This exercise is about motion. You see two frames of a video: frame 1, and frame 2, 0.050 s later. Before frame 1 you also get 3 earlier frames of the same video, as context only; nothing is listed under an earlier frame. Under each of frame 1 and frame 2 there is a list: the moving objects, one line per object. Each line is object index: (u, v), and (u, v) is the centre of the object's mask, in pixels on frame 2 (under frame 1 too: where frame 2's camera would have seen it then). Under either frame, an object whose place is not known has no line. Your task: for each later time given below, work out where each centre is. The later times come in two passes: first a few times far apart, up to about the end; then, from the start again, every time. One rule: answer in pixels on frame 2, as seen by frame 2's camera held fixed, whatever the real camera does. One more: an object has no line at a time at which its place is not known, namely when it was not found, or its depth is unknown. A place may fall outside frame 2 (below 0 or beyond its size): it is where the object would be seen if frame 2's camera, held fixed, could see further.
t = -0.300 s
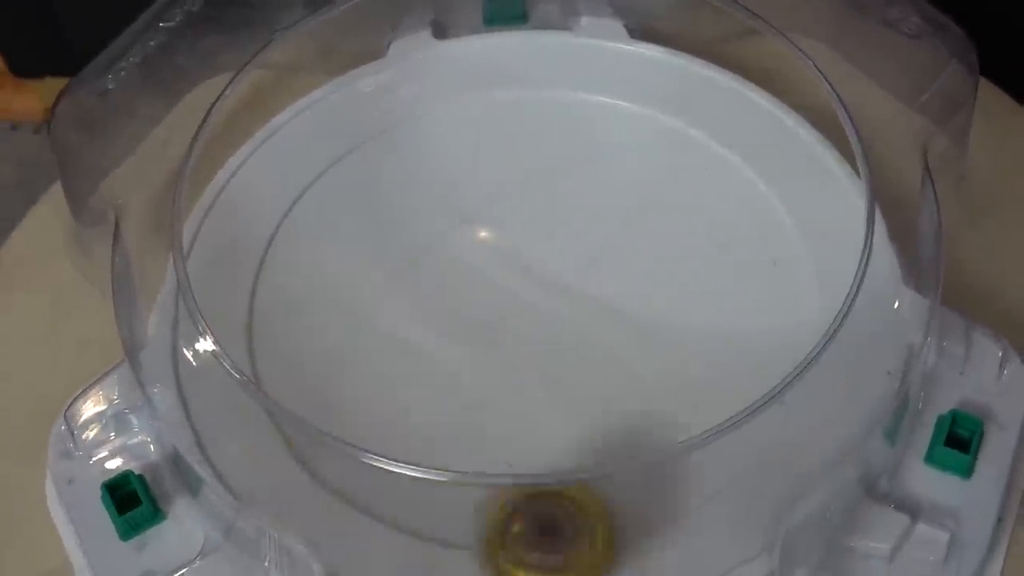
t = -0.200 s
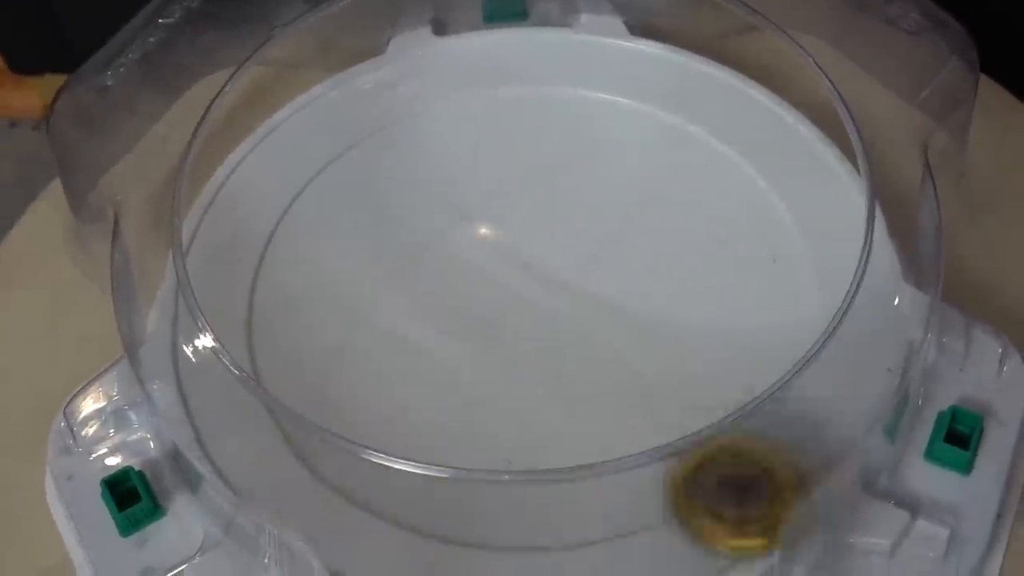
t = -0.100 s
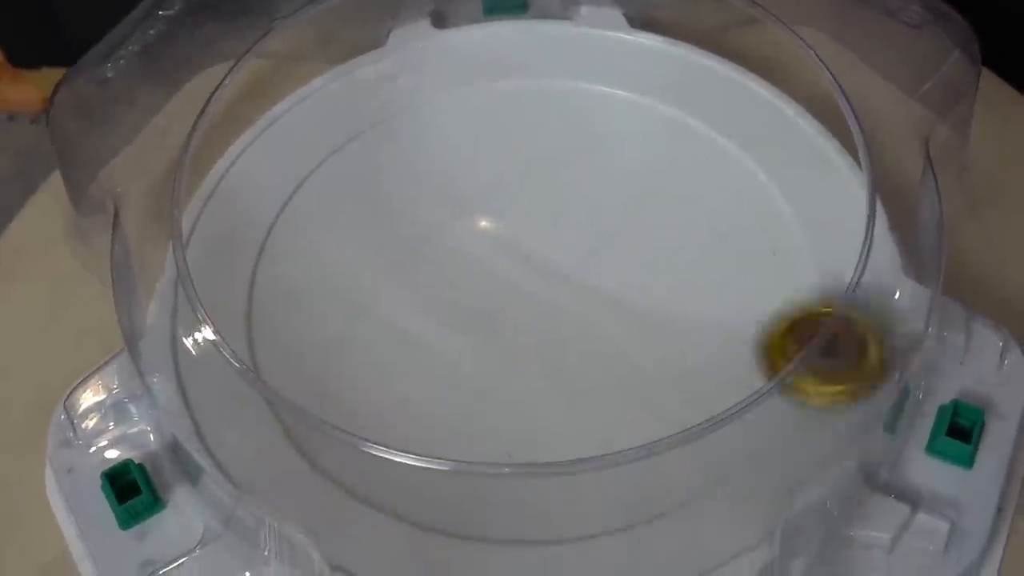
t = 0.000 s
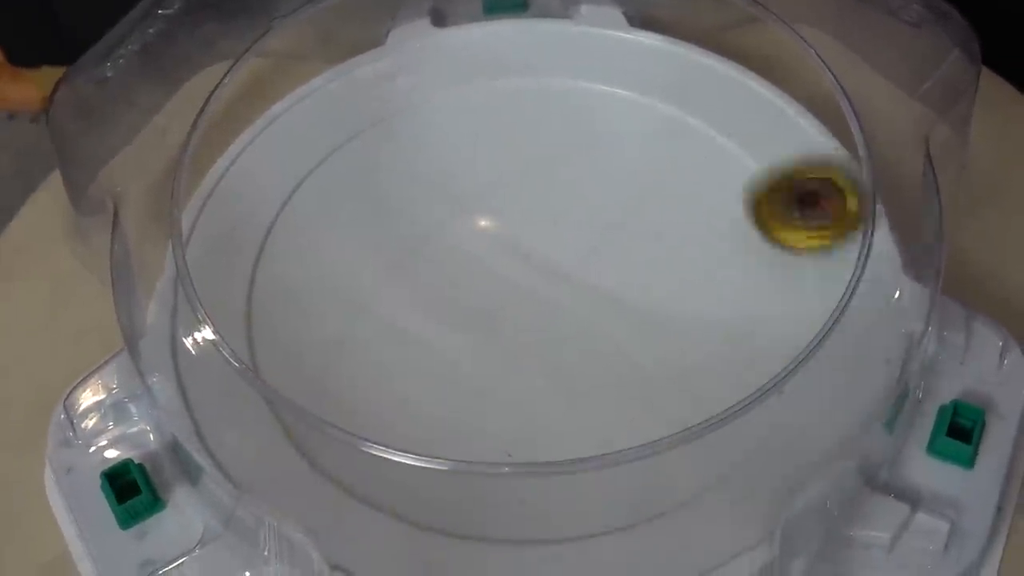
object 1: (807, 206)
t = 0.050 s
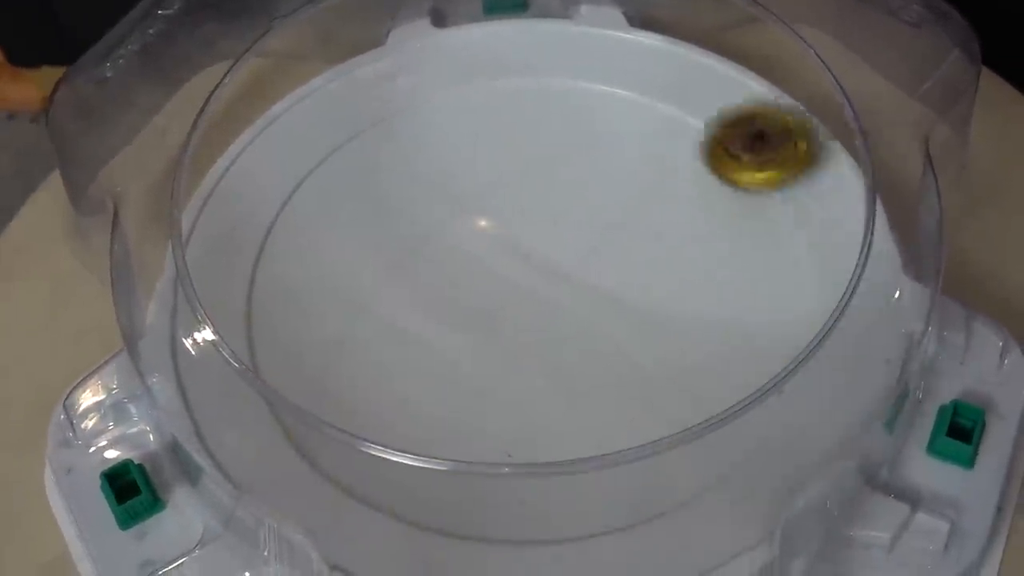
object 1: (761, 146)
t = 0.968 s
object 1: (584, 64)
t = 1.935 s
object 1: (221, 289)
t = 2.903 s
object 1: (312, 311)
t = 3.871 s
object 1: (357, 245)
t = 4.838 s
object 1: (517, 211)
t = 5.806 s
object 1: (522, 246)
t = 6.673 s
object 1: (539, 259)
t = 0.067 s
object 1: (735, 131)
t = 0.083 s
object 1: (710, 117)
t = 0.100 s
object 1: (685, 103)
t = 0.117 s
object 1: (658, 90)
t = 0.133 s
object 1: (632, 80)
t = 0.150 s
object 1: (607, 69)
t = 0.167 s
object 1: (578, 64)
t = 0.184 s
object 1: (550, 60)
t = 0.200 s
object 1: (521, 55)
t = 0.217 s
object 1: (494, 54)
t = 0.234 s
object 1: (465, 58)
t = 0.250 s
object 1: (438, 64)
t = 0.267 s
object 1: (410, 72)
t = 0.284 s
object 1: (383, 86)
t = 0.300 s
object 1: (361, 102)
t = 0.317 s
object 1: (337, 123)
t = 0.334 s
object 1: (316, 146)
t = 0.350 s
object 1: (296, 171)
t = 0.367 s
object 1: (278, 196)
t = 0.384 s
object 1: (264, 220)
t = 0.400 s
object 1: (255, 252)
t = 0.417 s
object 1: (253, 284)
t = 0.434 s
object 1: (262, 316)
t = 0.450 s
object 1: (270, 348)
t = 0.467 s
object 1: (285, 378)
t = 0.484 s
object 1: (301, 407)
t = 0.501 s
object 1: (335, 430)
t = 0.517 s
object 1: (364, 458)
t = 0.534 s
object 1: (402, 480)
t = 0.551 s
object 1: (441, 493)
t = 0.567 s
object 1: (484, 512)
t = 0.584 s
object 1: (527, 502)
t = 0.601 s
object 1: (570, 498)
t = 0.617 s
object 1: (613, 487)
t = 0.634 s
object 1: (651, 475)
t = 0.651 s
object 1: (688, 458)
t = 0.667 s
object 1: (720, 434)
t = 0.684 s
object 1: (747, 409)
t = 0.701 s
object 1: (768, 386)
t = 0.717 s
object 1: (787, 357)
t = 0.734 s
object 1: (802, 332)
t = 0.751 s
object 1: (807, 303)
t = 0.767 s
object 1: (803, 276)
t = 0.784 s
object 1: (804, 250)
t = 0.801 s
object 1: (799, 224)
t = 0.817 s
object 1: (791, 198)
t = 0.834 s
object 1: (780, 174)
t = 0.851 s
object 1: (764, 152)
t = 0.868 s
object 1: (743, 133)
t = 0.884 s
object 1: (720, 117)
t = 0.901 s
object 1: (698, 99)
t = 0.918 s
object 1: (672, 86)
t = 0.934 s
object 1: (644, 77)
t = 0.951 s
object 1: (615, 70)
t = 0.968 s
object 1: (584, 64)
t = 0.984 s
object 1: (552, 59)
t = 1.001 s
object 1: (520, 58)
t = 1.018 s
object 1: (487, 62)
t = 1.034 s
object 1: (453, 69)
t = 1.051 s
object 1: (420, 83)
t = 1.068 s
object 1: (387, 101)
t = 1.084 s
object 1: (356, 117)
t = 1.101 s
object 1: (326, 135)
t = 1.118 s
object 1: (301, 159)
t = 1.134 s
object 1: (280, 187)
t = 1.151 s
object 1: (266, 220)
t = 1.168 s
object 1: (260, 258)
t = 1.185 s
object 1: (259, 295)
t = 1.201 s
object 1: (267, 330)
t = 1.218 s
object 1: (271, 368)
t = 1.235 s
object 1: (291, 398)
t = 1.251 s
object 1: (316, 434)
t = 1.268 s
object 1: (354, 461)
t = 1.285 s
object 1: (399, 483)
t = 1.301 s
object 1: (449, 498)
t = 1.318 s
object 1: (498, 499)
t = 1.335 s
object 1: (547, 504)
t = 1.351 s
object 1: (597, 496)
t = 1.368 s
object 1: (641, 480)
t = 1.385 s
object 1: (683, 458)
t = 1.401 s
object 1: (728, 425)
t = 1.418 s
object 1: (754, 403)
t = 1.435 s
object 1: (777, 372)
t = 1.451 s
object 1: (796, 335)
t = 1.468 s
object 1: (801, 300)
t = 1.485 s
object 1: (803, 264)
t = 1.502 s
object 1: (800, 229)
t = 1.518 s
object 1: (789, 197)
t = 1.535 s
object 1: (769, 165)
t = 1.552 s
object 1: (746, 137)
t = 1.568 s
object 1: (719, 114)
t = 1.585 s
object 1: (685, 93)
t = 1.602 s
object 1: (648, 76)
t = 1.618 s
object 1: (612, 65)
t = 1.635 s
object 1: (575, 55)
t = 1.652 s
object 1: (535, 51)
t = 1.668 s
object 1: (499, 50)
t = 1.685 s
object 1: (461, 46)
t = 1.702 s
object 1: (427, 50)
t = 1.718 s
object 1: (393, 48)
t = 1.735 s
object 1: (365, 54)
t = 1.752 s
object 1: (342, 69)
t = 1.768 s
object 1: (313, 86)
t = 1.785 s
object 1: (287, 100)
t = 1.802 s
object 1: (266, 119)
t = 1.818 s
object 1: (249, 136)
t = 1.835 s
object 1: (235, 157)
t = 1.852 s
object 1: (225, 178)
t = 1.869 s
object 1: (206, 198)
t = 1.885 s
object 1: (199, 221)
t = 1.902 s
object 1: (196, 243)
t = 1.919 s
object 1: (208, 266)
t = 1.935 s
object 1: (221, 289)
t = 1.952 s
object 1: (232, 309)
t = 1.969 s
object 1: (248, 331)
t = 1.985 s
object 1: (268, 357)
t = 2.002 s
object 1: (289, 375)
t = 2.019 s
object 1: (314, 394)
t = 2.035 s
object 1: (338, 409)
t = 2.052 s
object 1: (364, 427)
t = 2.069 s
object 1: (391, 441)
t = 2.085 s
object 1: (419, 453)
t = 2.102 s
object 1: (447, 473)
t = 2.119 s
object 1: (480, 471)
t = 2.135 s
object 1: (512, 477)
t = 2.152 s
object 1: (546, 481)
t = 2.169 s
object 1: (578, 478)
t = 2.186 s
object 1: (608, 472)
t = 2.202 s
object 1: (638, 468)
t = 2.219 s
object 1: (668, 455)
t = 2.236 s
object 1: (692, 445)
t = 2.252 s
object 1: (715, 434)
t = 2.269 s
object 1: (740, 417)
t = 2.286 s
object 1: (754, 400)
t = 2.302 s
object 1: (764, 380)
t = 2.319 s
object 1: (777, 356)
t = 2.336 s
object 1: (781, 334)
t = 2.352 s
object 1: (782, 312)
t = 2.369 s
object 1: (785, 292)
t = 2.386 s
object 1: (787, 269)
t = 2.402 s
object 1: (783, 251)
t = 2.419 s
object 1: (777, 231)
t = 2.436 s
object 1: (770, 216)
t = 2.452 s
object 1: (759, 199)
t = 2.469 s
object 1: (748, 184)
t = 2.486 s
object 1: (734, 172)
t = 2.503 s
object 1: (720, 161)
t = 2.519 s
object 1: (702, 150)
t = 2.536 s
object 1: (685, 142)
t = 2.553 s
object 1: (665, 135)
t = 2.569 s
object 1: (645, 129)
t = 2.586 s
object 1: (626, 127)
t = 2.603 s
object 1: (603, 125)
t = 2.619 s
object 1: (582, 124)
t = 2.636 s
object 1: (560, 125)
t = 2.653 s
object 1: (537, 127)
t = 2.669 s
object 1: (514, 131)
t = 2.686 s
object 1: (491, 137)
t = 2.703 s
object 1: (471, 144)
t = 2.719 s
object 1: (450, 152)
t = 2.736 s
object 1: (429, 162)
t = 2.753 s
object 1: (410, 173)
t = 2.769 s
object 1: (390, 185)
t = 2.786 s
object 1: (374, 196)
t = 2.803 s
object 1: (359, 210)
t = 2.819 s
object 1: (345, 225)
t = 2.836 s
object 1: (335, 242)
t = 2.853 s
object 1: (326, 257)
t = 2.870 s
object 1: (319, 276)
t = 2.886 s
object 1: (314, 293)
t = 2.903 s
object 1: (312, 311)
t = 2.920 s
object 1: (312, 328)
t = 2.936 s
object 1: (313, 346)
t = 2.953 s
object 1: (322, 361)
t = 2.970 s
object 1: (330, 376)
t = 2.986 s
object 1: (345, 389)
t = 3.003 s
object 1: (352, 409)
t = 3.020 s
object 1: (366, 420)
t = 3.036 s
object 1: (386, 435)
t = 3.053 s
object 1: (404, 447)
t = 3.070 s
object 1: (423, 453)
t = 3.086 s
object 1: (447, 457)
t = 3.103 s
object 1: (467, 459)
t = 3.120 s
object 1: (490, 460)
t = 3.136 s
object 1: (514, 461)
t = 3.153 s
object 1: (535, 457)
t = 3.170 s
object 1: (556, 451)
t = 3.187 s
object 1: (577, 442)
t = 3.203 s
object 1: (596, 431)
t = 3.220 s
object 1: (611, 413)
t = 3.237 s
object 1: (627, 405)
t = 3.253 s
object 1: (641, 397)
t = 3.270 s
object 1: (653, 383)
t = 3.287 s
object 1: (664, 368)
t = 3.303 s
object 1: (670, 352)
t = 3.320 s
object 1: (673, 337)
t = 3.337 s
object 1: (677, 321)
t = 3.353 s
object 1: (679, 305)
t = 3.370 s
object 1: (677, 289)
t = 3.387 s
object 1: (673, 275)
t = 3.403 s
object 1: (668, 260)
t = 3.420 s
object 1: (661, 246)
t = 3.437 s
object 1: (653, 231)
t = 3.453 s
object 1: (642, 220)
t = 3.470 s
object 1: (632, 210)
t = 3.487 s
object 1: (620, 199)
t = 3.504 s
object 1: (606, 190)
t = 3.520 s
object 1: (592, 181)
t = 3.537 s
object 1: (579, 174)
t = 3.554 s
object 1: (564, 168)
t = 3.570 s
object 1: (548, 162)
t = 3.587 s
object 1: (532, 159)
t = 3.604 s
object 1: (517, 156)
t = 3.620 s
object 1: (502, 154)
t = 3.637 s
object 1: (485, 155)
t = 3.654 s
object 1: (470, 155)
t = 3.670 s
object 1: (454, 157)
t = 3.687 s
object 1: (441, 159)
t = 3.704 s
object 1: (428, 164)
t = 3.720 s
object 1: (414, 169)
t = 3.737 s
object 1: (403, 176)
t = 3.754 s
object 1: (392, 182)
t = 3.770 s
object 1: (382, 189)
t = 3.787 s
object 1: (374, 197)
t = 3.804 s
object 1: (369, 207)
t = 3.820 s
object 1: (364, 215)
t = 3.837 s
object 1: (360, 224)
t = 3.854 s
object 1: (358, 234)
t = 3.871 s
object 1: (357, 245)
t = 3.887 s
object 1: (357, 254)
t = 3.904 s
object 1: (358, 264)
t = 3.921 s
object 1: (361, 274)
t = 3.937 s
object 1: (365, 283)
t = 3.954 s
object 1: (371, 294)
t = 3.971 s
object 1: (377, 301)
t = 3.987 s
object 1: (386, 311)
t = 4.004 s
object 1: (392, 318)
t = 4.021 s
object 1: (402, 324)
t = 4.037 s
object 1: (412, 333)
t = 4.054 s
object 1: (423, 338)
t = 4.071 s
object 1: (434, 342)
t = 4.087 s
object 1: (446, 346)
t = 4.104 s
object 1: (459, 349)
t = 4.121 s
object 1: (473, 351)
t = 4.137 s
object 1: (485, 351)
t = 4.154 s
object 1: (495, 352)
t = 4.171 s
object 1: (508, 352)
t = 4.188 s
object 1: (520, 348)
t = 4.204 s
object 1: (530, 344)
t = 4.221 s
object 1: (539, 343)
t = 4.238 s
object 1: (550, 338)
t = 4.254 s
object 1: (557, 333)
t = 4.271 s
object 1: (564, 328)
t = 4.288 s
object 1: (572, 323)
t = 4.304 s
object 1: (577, 316)
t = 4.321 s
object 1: (583, 309)
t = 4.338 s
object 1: (589, 303)
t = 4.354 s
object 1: (594, 297)
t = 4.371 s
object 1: (598, 290)
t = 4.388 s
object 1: (601, 284)
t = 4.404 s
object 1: (604, 280)
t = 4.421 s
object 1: (606, 273)
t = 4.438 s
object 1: (607, 266)
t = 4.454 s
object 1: (608, 261)
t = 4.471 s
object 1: (609, 255)
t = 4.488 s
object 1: (609, 249)
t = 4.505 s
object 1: (608, 245)
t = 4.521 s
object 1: (609, 240)
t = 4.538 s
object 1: (607, 234)
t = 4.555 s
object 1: (605, 229)
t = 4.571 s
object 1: (603, 227)
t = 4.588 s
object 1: (600, 222)
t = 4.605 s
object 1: (596, 219)
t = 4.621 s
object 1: (593, 216)
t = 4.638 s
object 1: (589, 213)
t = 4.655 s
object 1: (585, 210)
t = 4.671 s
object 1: (579, 208)
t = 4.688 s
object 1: (574, 205)
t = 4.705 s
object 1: (569, 204)
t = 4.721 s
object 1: (561, 203)
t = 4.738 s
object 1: (555, 202)
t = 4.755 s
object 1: (550, 202)
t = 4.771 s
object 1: (542, 202)
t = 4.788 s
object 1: (536, 203)
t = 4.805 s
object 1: (529, 206)
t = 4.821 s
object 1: (524, 208)
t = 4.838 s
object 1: (517, 211)
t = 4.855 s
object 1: (511, 215)
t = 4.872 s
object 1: (505, 217)
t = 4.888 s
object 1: (500, 222)
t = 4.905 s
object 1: (495, 226)
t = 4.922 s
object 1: (492, 230)
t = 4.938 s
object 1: (488, 236)
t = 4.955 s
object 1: (482, 243)
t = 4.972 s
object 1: (481, 248)
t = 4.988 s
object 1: (478, 255)
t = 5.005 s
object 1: (476, 261)
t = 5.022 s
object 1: (476, 268)
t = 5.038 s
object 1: (475, 274)
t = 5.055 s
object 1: (476, 281)
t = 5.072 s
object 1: (476, 287)
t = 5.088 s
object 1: (477, 292)
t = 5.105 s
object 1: (479, 299)
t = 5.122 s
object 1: (482, 305)
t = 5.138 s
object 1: (485, 309)
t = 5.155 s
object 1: (489, 314)
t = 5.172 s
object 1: (492, 319)
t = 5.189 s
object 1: (497, 322)
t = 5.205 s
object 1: (502, 326)
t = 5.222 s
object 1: (507, 330)
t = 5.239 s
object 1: (514, 333)
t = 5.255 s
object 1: (520, 335)
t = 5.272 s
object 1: (526, 336)
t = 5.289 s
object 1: (533, 338)
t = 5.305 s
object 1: (540, 337)
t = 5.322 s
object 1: (546, 338)
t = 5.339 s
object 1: (553, 338)
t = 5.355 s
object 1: (558, 336)
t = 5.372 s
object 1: (565, 334)
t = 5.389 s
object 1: (570, 332)
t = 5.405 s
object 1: (574, 328)
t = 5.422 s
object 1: (579, 325)
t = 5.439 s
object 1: (583, 322)
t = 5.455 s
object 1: (586, 317)
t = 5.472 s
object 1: (588, 313)
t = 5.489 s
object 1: (590, 308)
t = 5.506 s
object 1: (592, 303)
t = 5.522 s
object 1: (592, 299)
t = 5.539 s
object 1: (592, 295)
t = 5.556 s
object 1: (592, 289)
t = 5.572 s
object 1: (590, 285)
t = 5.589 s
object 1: (588, 281)
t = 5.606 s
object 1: (585, 275)
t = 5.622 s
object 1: (582, 271)
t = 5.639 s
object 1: (578, 268)
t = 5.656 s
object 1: (574, 263)
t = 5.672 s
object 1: (569, 259)
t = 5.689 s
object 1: (564, 258)
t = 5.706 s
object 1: (559, 254)
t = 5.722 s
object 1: (554, 252)
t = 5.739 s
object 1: (548, 251)
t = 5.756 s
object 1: (542, 249)
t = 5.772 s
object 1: (535, 248)
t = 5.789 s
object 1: (529, 247)
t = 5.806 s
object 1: (522, 246)
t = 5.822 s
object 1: (515, 247)
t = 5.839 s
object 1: (509, 247)
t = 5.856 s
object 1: (503, 248)
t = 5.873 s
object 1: (495, 250)
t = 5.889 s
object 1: (490, 251)
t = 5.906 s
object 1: (484, 252)
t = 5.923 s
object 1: (478, 256)
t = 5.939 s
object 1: (473, 259)
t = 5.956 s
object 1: (467, 261)
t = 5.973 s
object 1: (464, 264)
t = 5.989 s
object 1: (460, 268)
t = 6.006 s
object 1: (456, 273)
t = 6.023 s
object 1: (453, 277)
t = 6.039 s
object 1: (452, 279)
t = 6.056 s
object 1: (449, 285)
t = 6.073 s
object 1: (449, 289)
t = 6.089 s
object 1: (449, 293)
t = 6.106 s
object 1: (449, 297)
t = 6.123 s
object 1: (450, 301)
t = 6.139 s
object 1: (452, 305)
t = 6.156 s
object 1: (453, 308)
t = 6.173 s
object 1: (455, 311)
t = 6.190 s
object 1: (459, 315)
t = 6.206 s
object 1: (462, 316)
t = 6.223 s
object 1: (466, 320)
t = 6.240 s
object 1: (471, 320)
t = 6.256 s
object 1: (475, 322)
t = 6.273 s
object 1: (480, 323)
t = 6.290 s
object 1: (484, 322)
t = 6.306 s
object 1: (488, 323)
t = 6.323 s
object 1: (493, 324)
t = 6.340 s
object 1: (497, 322)
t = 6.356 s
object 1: (502, 323)
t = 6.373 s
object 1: (507, 320)
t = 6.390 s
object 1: (511, 318)
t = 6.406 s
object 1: (515, 319)
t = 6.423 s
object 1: (520, 315)
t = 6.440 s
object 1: (523, 312)
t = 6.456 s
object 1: (527, 309)
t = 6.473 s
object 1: (531, 306)
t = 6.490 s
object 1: (532, 303)
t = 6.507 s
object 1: (535, 299)
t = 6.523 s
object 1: (537, 296)
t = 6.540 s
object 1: (538, 293)
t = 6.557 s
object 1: (540, 288)
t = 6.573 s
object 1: (540, 284)
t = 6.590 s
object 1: (541, 280)
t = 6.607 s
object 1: (542, 275)
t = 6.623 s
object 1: (541, 271)
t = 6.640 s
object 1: (541, 268)
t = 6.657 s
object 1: (540, 263)
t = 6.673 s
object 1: (539, 259)
